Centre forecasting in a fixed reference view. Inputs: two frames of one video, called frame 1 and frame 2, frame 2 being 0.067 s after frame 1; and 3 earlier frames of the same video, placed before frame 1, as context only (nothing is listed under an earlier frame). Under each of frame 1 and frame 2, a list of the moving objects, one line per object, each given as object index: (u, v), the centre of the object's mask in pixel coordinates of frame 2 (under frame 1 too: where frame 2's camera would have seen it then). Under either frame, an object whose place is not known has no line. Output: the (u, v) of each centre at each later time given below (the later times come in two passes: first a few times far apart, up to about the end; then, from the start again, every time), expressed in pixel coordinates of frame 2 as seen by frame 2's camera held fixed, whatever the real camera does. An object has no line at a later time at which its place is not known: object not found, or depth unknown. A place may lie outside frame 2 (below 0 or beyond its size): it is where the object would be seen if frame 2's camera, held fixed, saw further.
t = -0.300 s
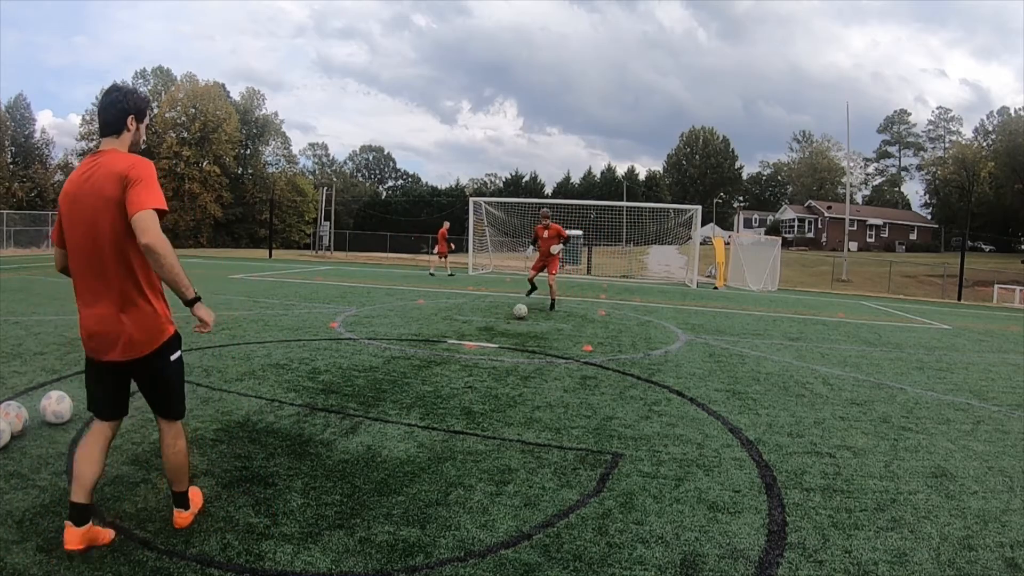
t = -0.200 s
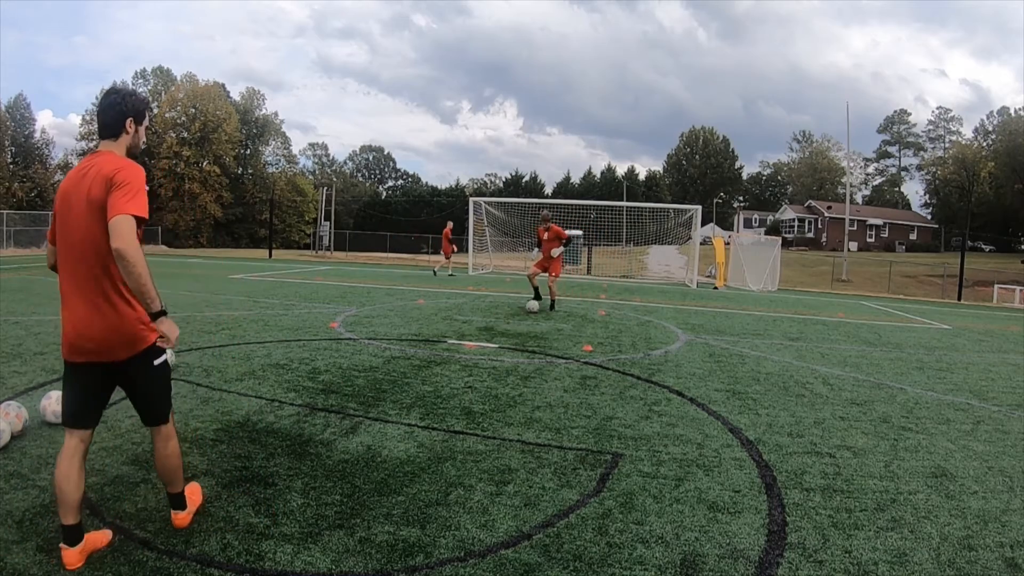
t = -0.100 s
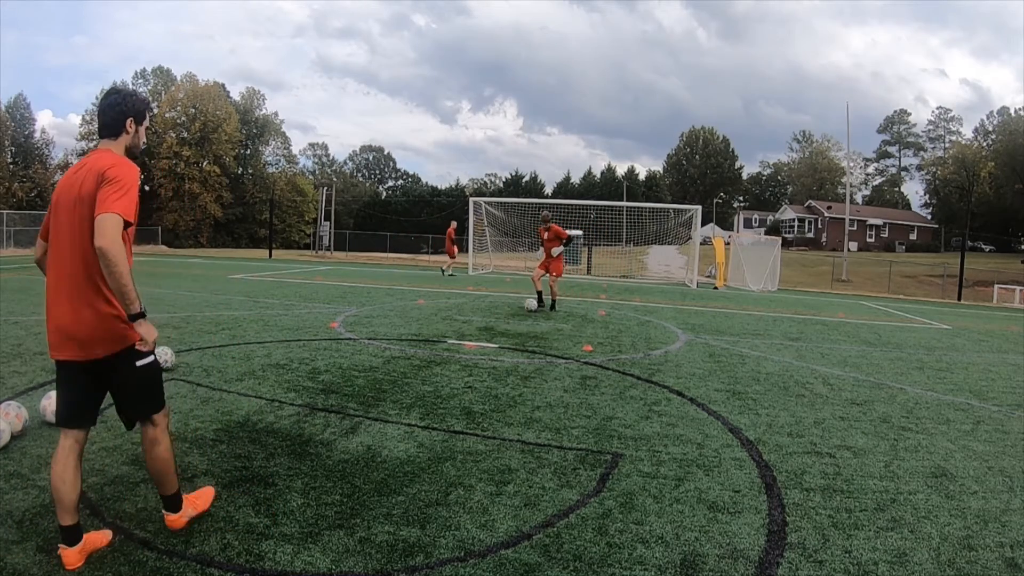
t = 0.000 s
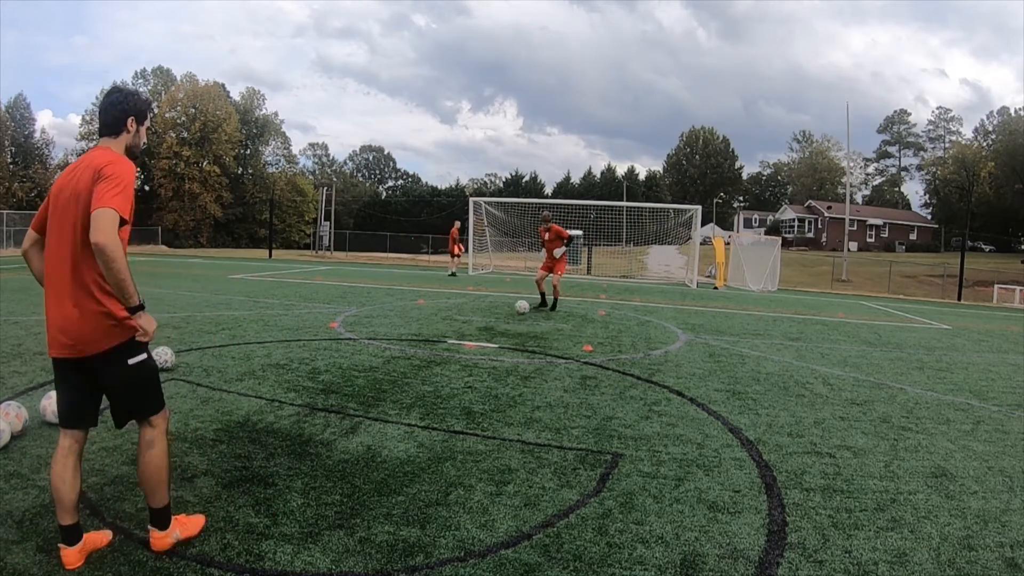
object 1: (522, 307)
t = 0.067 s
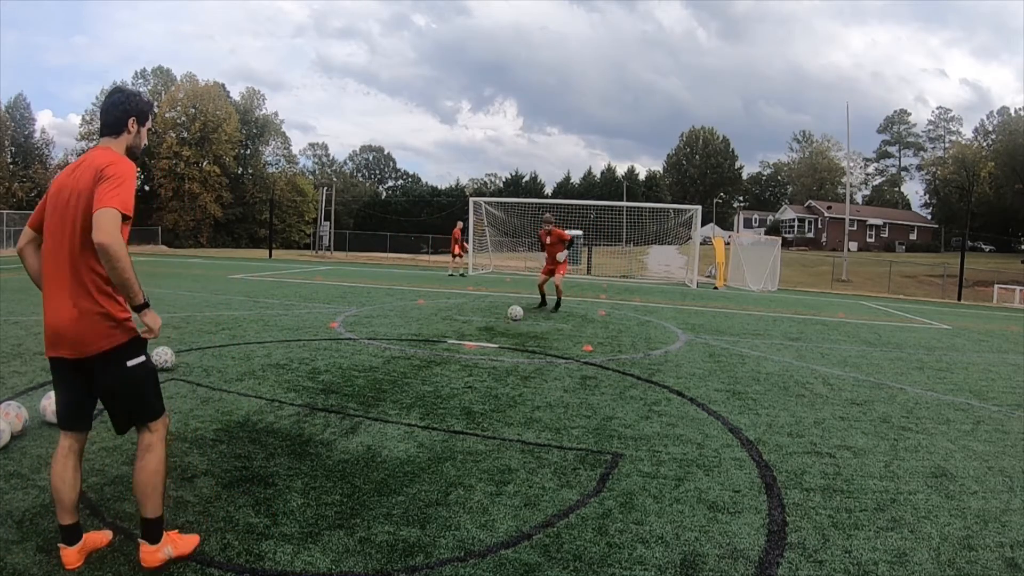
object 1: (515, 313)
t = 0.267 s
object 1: (493, 330)
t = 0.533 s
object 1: (456, 362)
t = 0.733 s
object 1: (409, 406)
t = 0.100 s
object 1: (511, 318)
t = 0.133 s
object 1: (507, 324)
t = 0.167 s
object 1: (503, 329)
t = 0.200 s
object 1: (500, 329)
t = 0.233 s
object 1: (497, 329)
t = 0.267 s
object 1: (493, 330)
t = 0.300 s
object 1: (490, 332)
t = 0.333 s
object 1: (486, 336)
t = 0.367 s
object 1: (482, 340)
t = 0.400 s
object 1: (477, 347)
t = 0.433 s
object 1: (472, 355)
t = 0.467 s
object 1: (467, 358)
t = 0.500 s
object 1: (462, 359)
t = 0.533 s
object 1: (456, 362)
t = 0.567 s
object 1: (450, 366)
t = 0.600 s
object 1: (443, 372)
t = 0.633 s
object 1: (435, 381)
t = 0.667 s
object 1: (428, 391)
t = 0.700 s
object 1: (419, 401)
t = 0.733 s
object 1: (409, 406)
